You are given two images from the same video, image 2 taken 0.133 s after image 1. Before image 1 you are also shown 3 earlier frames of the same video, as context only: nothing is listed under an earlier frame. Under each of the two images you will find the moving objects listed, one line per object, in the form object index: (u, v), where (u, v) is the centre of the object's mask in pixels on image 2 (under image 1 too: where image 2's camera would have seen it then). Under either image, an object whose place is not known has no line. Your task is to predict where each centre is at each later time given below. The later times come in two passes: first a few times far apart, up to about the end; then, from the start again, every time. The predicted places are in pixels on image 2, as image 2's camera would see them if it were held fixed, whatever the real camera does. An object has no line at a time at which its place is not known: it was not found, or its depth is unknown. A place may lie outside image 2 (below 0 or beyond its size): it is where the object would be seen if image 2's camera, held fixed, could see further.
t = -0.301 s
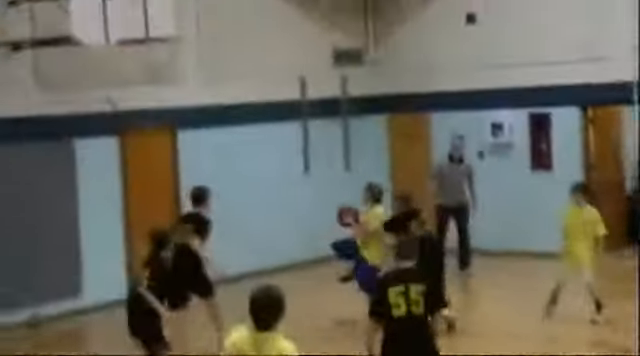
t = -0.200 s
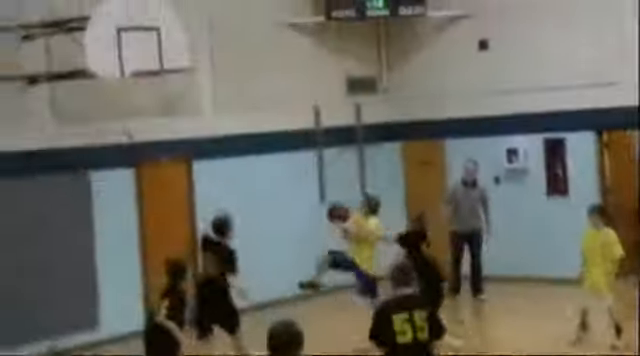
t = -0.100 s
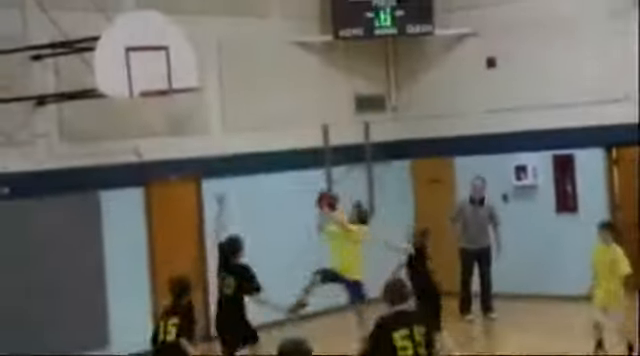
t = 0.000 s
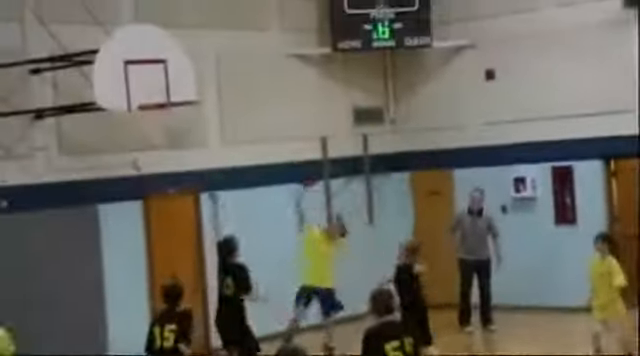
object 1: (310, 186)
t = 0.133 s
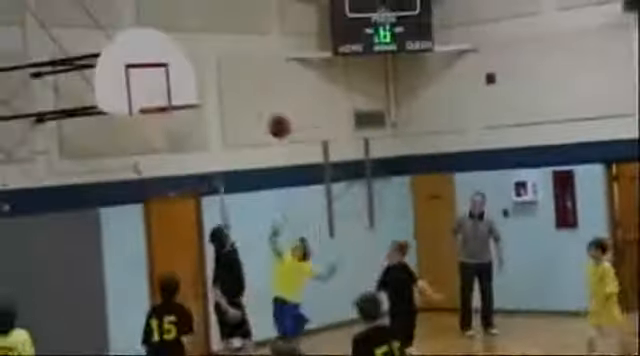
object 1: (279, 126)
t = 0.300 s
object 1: (244, 84)
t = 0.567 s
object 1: (209, 70)
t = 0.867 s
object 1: (254, 131)
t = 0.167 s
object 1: (271, 116)
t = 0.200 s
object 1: (265, 106)
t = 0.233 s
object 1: (257, 98)
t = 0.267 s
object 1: (251, 91)
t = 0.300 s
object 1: (244, 84)
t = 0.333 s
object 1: (238, 79)
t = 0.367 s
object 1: (231, 75)
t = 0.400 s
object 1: (225, 71)
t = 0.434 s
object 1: (219, 69)
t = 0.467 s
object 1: (213, 68)
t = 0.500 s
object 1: (206, 68)
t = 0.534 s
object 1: (204, 69)
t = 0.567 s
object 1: (209, 70)
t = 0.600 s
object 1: (214, 72)
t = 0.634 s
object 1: (218, 76)
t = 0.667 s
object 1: (224, 81)
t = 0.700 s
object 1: (228, 87)
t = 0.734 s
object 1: (232, 93)
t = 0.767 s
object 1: (238, 101)
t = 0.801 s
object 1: (243, 110)
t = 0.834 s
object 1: (249, 120)
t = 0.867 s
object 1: (254, 131)
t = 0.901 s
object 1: (260, 143)
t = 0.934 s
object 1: (265, 156)
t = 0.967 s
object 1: (271, 164)
